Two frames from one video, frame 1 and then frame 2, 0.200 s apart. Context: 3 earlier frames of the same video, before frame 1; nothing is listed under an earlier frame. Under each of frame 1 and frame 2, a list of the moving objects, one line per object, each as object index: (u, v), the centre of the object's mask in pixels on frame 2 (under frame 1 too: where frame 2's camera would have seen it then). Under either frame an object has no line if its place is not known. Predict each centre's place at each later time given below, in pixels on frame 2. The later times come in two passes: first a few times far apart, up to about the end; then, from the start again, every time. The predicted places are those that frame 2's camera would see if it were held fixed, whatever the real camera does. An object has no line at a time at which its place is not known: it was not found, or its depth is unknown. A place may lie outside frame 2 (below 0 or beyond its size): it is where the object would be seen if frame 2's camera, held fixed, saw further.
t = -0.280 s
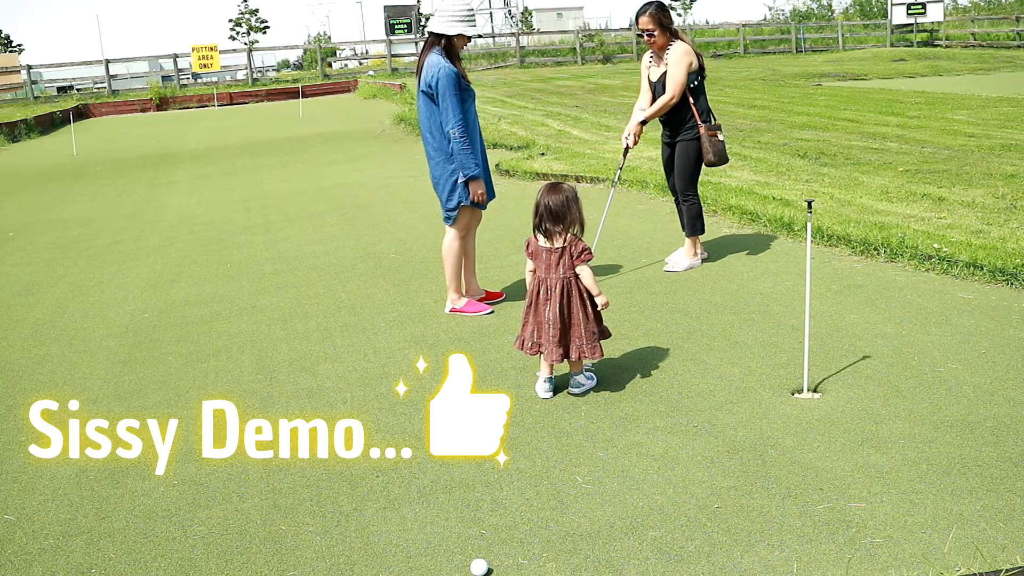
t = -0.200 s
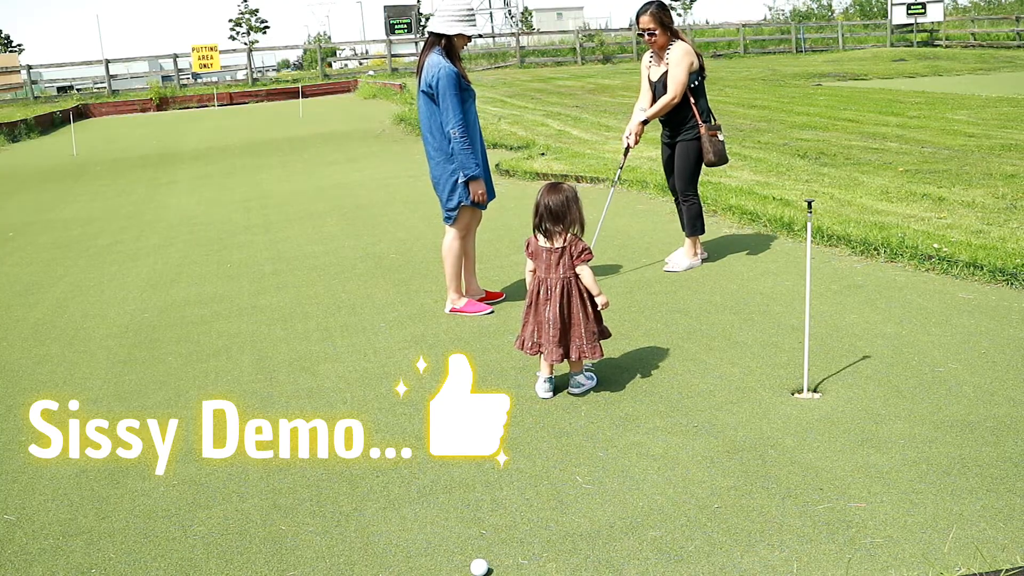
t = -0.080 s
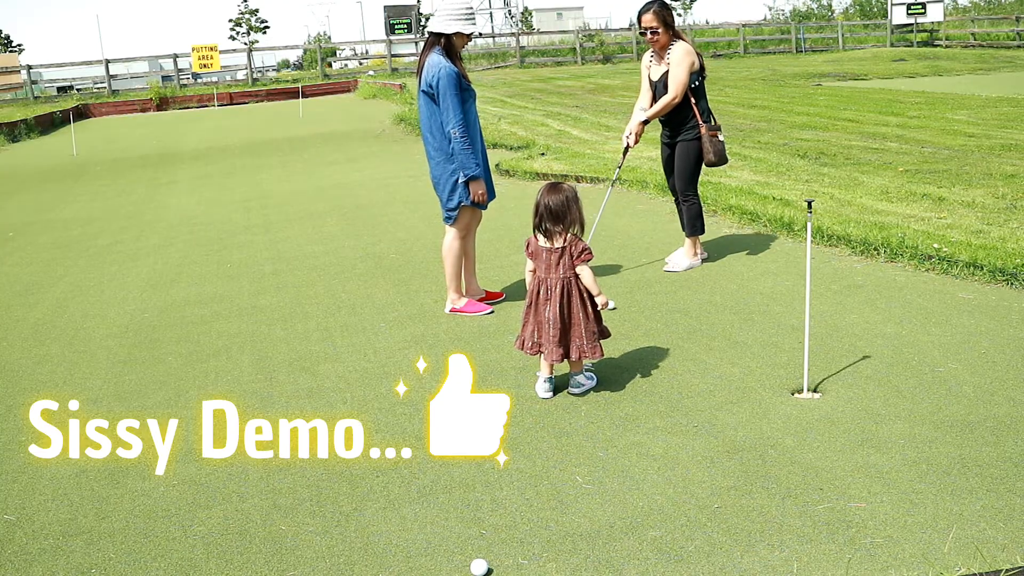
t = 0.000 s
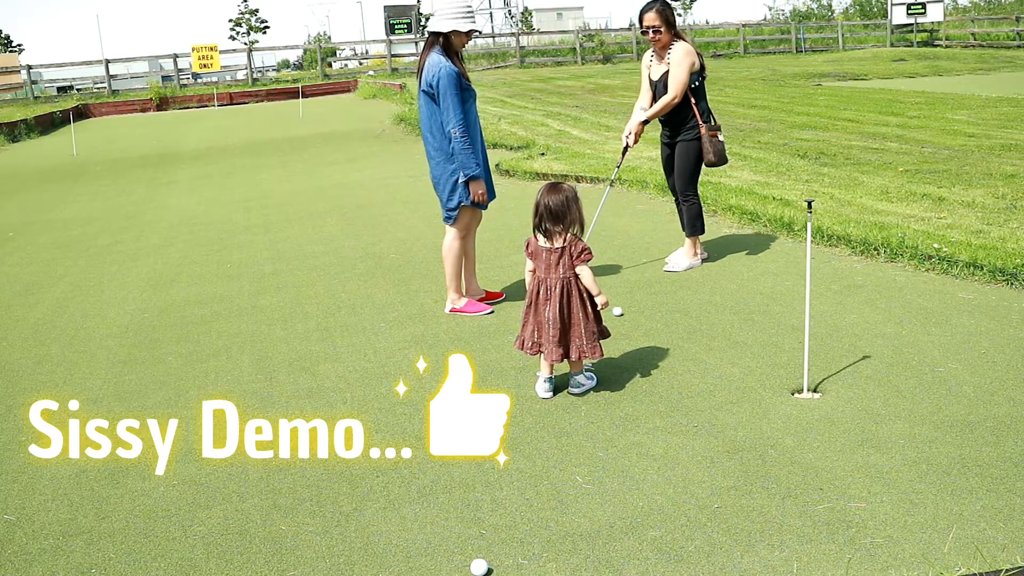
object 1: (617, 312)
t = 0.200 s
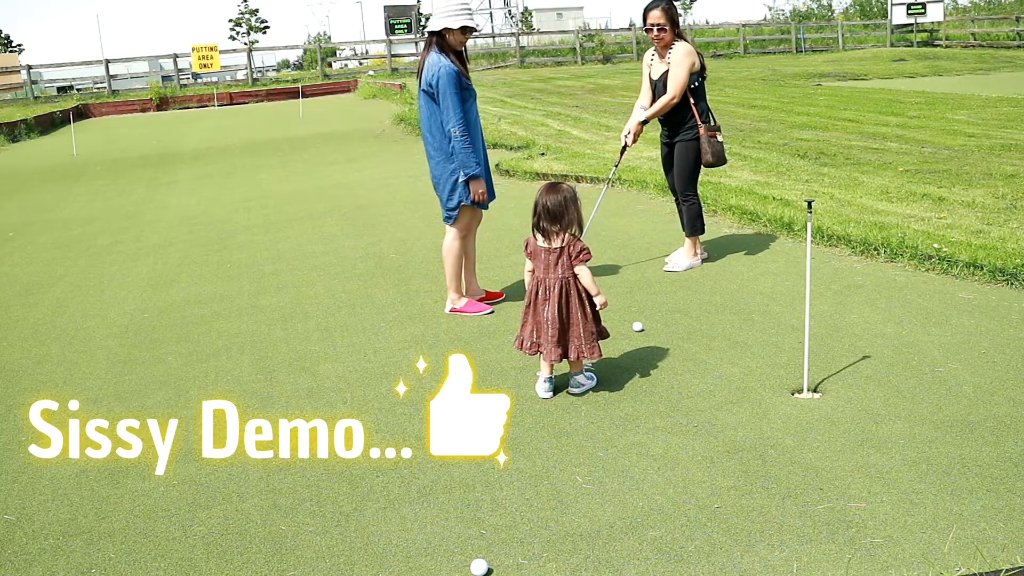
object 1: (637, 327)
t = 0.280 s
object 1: (646, 333)
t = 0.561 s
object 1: (678, 357)
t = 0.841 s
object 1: (717, 381)
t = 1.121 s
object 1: (759, 408)
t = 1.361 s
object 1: (802, 431)
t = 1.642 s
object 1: (854, 460)
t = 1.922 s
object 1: (912, 494)
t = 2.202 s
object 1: (973, 528)
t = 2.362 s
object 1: (1013, 550)
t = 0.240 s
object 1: (642, 330)
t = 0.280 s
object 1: (646, 333)
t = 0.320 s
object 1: (650, 337)
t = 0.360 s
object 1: (655, 340)
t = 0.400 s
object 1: (659, 343)
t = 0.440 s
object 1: (664, 346)
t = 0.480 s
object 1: (668, 350)
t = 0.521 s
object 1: (673, 353)
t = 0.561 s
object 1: (678, 357)
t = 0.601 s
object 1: (684, 360)
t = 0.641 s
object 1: (689, 364)
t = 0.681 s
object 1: (694, 367)
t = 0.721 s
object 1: (700, 370)
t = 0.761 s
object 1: (705, 374)
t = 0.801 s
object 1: (711, 377)
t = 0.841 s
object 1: (717, 381)
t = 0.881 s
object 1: (722, 384)
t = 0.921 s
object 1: (728, 388)
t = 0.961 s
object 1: (734, 392)
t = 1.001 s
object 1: (740, 396)
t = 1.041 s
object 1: (746, 400)
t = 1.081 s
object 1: (753, 404)
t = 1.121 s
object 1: (759, 408)
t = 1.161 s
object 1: (766, 412)
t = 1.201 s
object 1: (774, 416)
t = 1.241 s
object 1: (780, 420)
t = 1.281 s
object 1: (788, 423)
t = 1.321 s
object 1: (795, 427)
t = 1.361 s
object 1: (802, 431)
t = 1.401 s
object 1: (809, 435)
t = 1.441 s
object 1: (817, 439)
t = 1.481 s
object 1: (824, 444)
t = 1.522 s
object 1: (832, 448)
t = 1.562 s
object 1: (839, 452)
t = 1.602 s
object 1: (847, 456)
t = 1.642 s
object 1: (854, 460)
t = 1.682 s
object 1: (862, 465)
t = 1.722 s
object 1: (870, 470)
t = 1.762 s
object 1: (878, 475)
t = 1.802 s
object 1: (886, 480)
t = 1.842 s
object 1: (895, 485)
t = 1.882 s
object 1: (903, 489)
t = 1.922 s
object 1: (912, 494)
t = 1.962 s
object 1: (920, 499)
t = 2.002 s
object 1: (929, 503)
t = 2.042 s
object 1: (938, 508)
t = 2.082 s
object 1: (946, 512)
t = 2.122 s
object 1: (955, 517)
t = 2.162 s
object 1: (964, 522)
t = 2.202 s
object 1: (973, 528)
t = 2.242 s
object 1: (983, 534)
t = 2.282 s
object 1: (992, 540)
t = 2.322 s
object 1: (1003, 546)
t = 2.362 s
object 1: (1013, 550)
